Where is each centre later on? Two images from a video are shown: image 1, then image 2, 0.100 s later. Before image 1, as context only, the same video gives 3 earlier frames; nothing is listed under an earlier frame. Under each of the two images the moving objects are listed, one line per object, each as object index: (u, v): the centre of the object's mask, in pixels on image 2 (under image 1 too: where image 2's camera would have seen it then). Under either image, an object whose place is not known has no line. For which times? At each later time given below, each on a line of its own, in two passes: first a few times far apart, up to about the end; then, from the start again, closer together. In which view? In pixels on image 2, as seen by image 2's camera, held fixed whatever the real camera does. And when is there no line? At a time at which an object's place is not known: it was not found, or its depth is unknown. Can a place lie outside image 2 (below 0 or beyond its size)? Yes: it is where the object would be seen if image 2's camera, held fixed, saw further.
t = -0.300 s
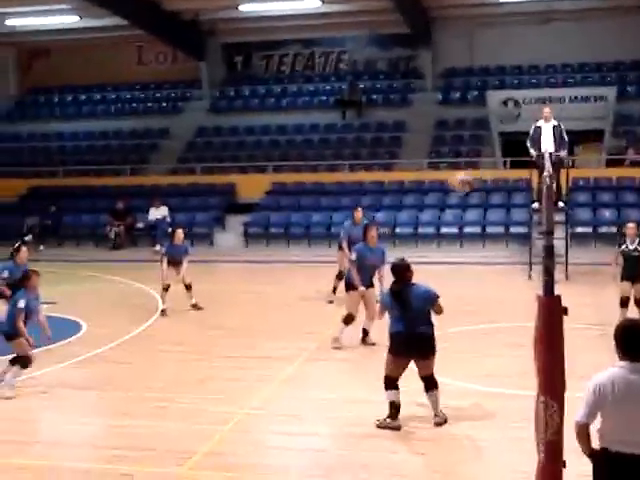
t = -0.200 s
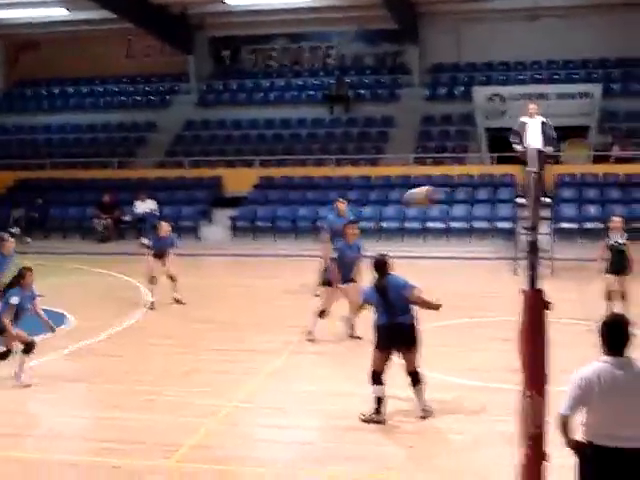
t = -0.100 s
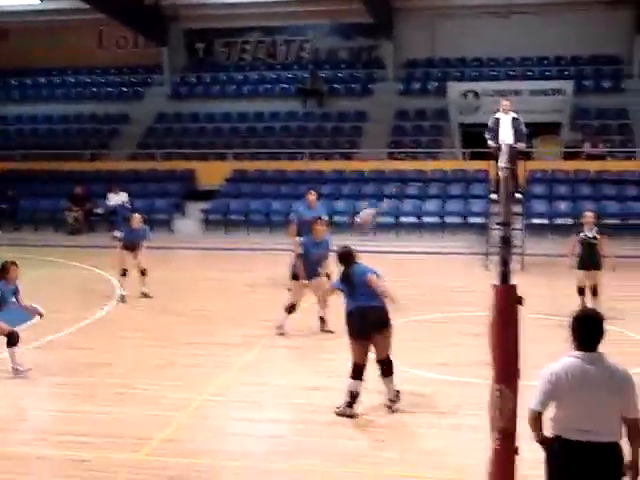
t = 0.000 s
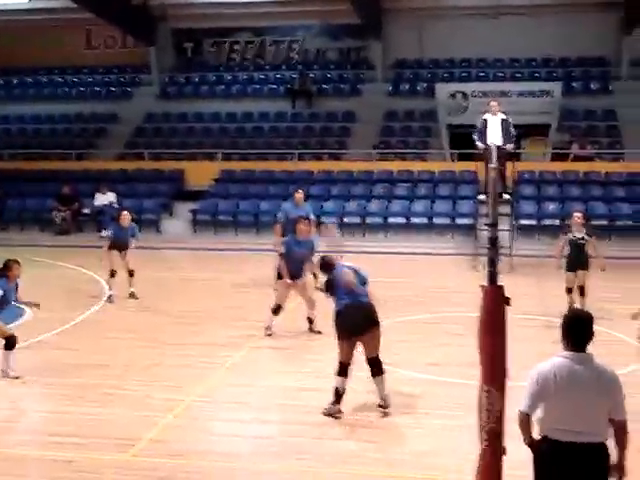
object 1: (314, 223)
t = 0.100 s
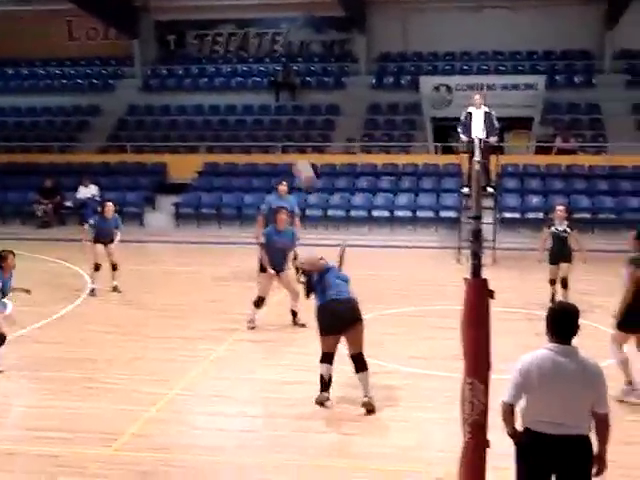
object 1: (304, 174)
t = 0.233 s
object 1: (286, 113)
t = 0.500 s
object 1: (253, 50)
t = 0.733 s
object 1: (229, 50)
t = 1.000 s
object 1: (204, 103)
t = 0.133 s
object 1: (298, 155)
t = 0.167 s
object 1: (294, 139)
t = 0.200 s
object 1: (290, 126)
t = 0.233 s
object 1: (286, 113)
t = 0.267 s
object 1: (282, 101)
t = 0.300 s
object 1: (278, 90)
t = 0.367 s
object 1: (269, 73)
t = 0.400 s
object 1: (264, 65)
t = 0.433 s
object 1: (261, 60)
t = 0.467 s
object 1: (258, 55)
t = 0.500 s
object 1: (253, 50)
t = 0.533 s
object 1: (249, 47)
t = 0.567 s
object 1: (246, 45)
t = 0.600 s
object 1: (242, 45)
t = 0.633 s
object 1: (239, 44)
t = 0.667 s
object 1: (236, 45)
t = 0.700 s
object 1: (232, 47)
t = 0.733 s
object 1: (229, 50)
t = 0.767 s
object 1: (225, 52)
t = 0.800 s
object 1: (221, 57)
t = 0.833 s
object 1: (218, 63)
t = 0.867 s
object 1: (216, 71)
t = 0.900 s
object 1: (213, 77)
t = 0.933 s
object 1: (210, 84)
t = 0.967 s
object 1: (207, 94)
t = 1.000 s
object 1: (204, 103)
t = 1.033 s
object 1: (202, 113)
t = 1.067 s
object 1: (198, 125)
